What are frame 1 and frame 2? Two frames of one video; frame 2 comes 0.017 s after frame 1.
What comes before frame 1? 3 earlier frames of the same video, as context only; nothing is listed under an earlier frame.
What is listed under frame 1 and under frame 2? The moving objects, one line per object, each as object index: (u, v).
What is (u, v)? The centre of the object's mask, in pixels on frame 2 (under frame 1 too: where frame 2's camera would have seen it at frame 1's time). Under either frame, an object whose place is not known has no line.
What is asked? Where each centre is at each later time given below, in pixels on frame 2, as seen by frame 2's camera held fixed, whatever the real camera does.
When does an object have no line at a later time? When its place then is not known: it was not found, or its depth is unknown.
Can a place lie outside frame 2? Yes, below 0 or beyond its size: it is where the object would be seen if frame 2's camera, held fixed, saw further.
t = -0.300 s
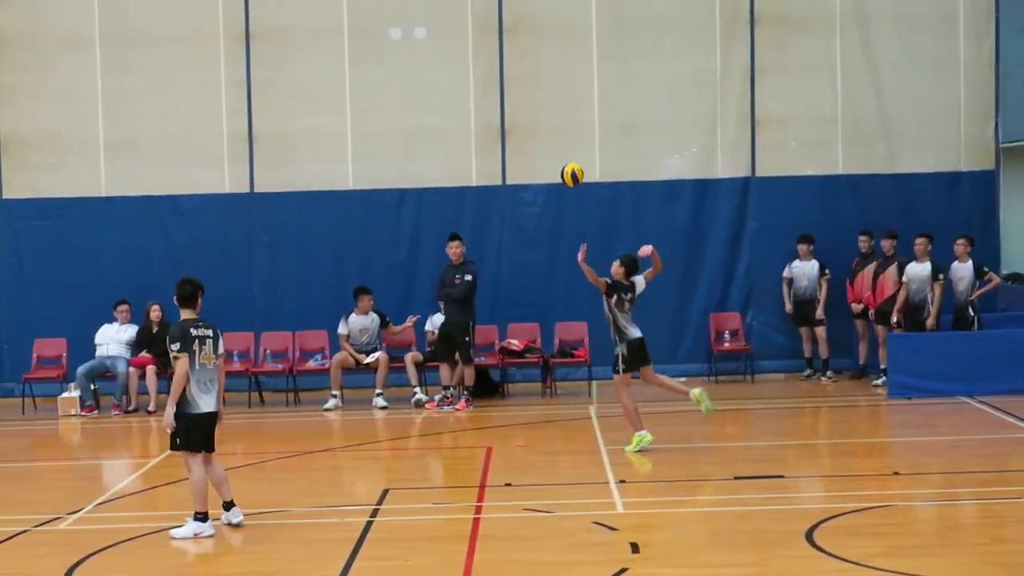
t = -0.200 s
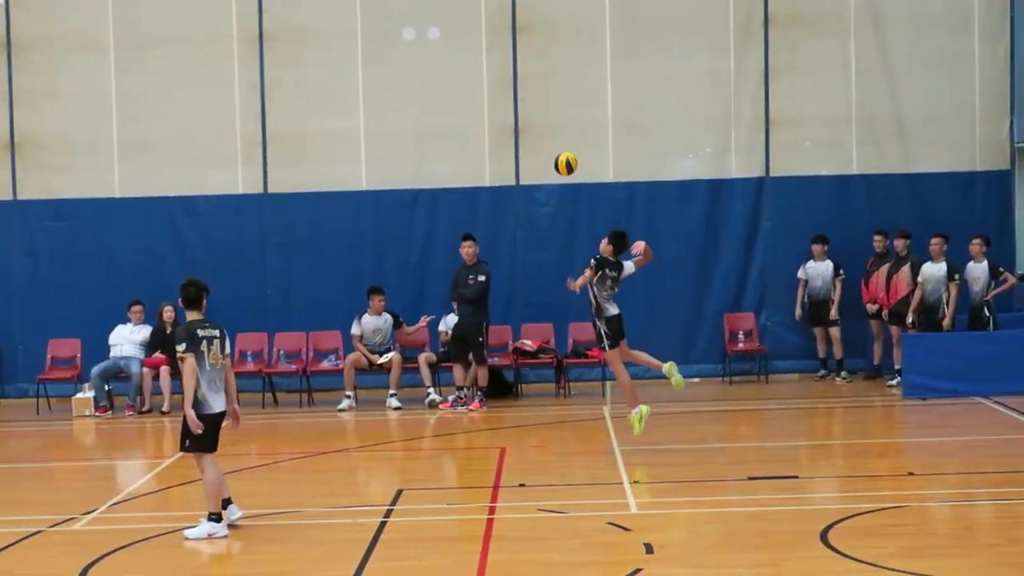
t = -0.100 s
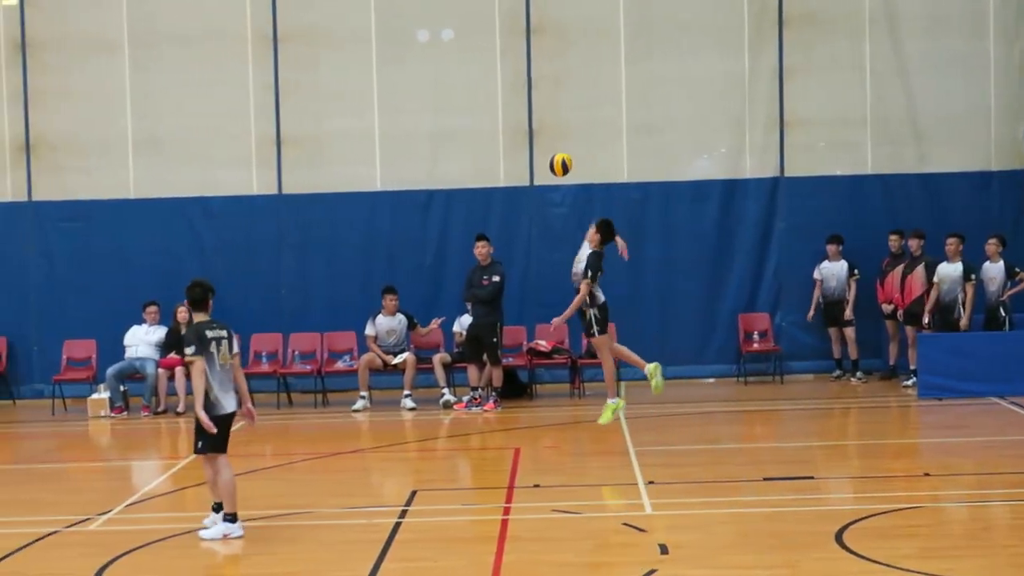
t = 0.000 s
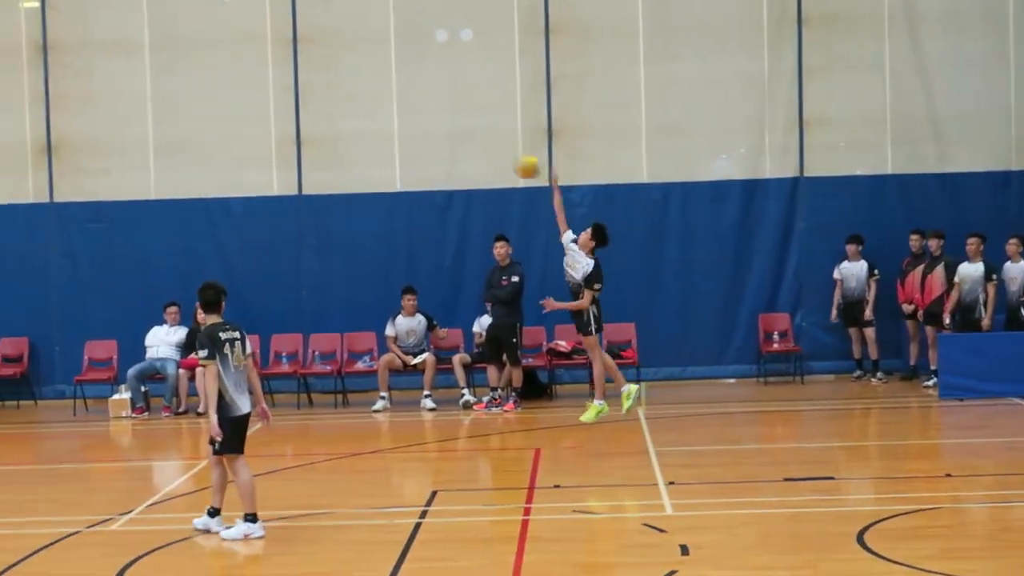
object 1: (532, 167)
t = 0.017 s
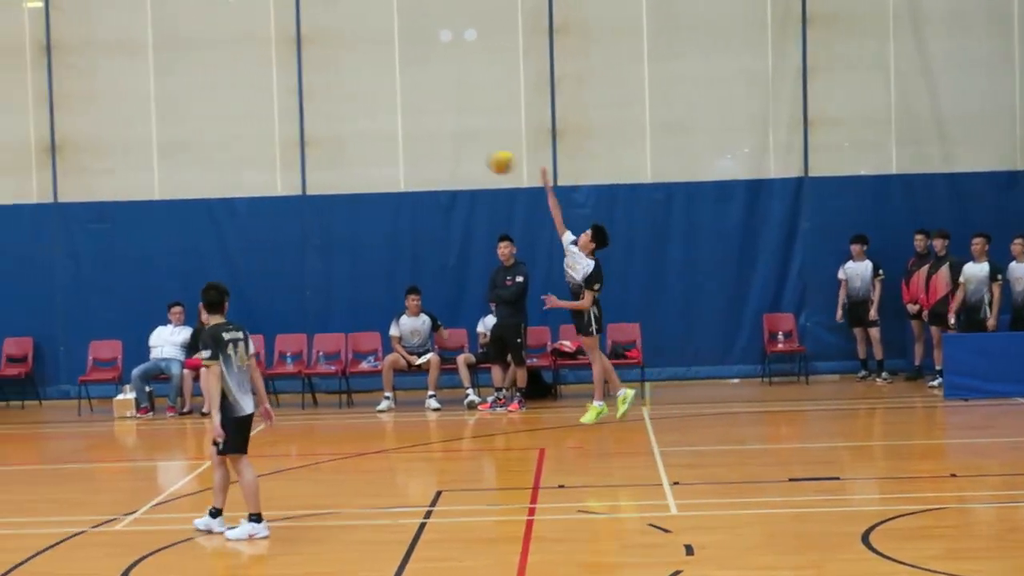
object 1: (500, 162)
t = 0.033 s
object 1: (469, 157)
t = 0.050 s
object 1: (437, 153)
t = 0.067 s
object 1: (406, 148)
